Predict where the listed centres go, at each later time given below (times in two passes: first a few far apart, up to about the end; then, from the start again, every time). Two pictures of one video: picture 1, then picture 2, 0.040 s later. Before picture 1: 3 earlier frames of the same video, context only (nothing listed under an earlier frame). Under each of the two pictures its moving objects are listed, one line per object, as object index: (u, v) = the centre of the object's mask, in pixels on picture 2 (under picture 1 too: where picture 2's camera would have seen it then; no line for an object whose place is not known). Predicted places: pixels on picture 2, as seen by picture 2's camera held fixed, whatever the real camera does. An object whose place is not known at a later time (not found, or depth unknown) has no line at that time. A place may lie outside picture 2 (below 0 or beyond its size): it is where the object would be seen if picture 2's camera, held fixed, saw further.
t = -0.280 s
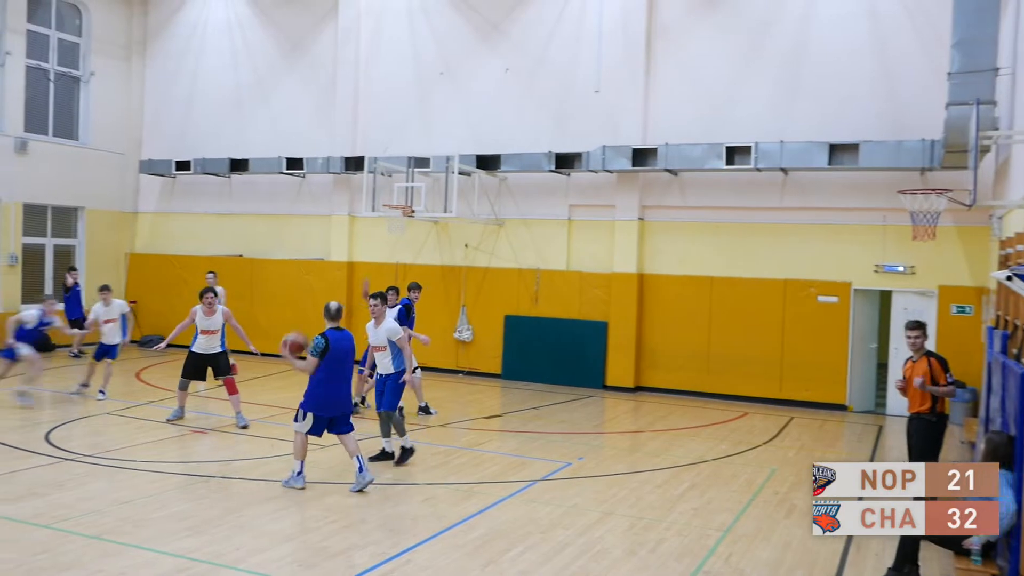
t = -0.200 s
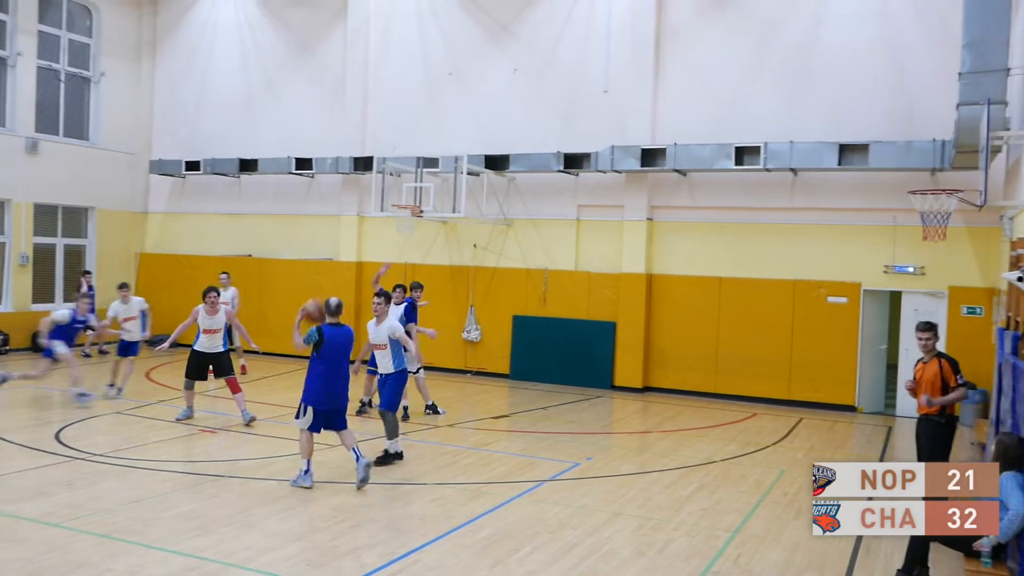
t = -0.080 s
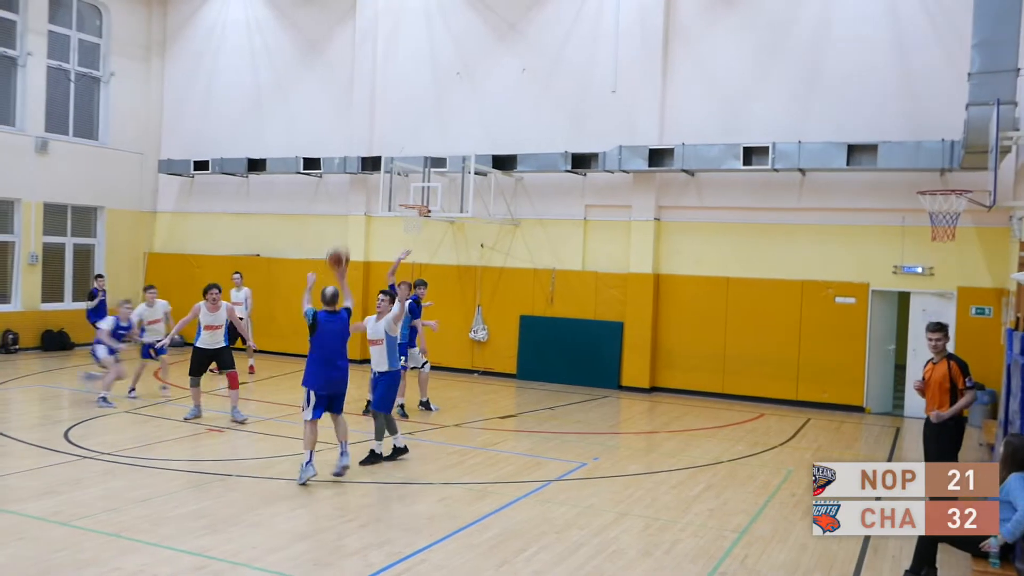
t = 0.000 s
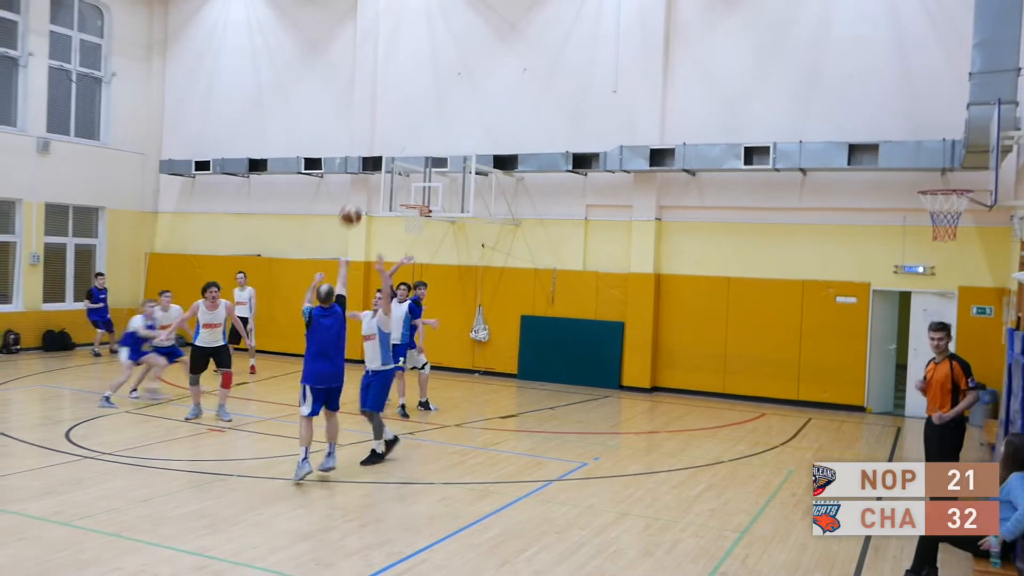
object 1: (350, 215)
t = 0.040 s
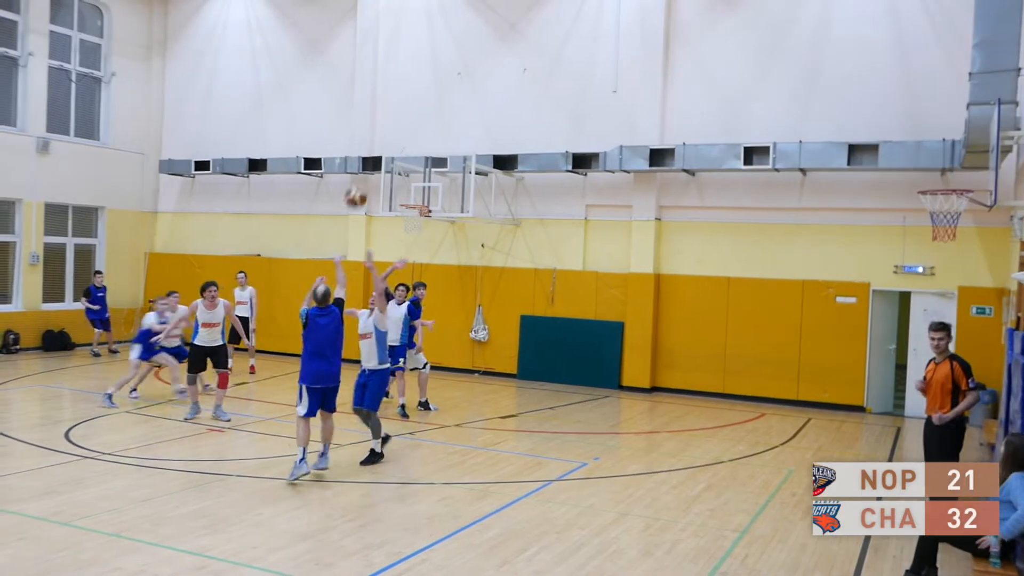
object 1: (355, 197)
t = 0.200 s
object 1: (375, 145)
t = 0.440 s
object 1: (397, 117)
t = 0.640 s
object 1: (411, 129)
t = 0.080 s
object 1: (361, 181)
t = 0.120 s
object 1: (367, 166)
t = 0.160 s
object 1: (370, 155)
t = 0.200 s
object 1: (375, 145)
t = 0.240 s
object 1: (379, 137)
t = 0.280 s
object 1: (383, 131)
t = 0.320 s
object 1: (387, 125)
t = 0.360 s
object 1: (391, 121)
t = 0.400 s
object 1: (394, 119)
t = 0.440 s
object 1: (397, 117)
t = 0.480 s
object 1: (400, 118)
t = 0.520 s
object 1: (403, 119)
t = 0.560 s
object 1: (406, 122)
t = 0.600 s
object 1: (409, 125)
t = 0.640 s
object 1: (411, 129)
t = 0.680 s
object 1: (414, 135)
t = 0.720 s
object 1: (416, 141)
